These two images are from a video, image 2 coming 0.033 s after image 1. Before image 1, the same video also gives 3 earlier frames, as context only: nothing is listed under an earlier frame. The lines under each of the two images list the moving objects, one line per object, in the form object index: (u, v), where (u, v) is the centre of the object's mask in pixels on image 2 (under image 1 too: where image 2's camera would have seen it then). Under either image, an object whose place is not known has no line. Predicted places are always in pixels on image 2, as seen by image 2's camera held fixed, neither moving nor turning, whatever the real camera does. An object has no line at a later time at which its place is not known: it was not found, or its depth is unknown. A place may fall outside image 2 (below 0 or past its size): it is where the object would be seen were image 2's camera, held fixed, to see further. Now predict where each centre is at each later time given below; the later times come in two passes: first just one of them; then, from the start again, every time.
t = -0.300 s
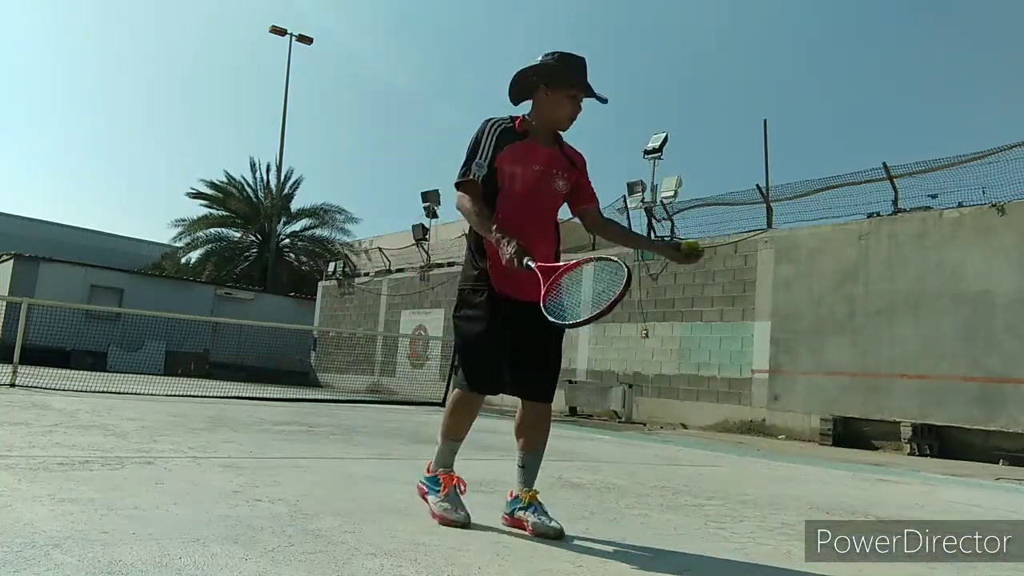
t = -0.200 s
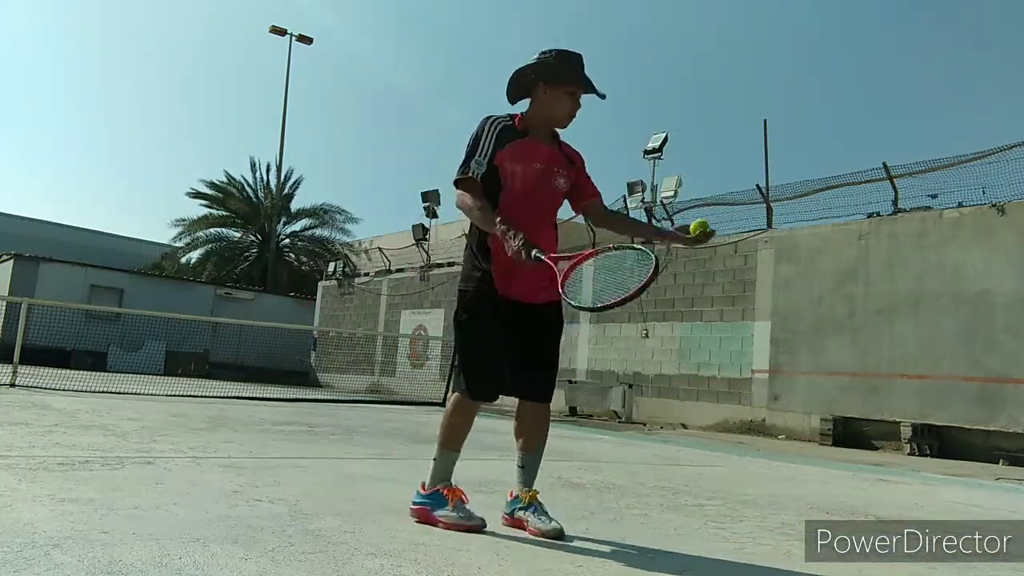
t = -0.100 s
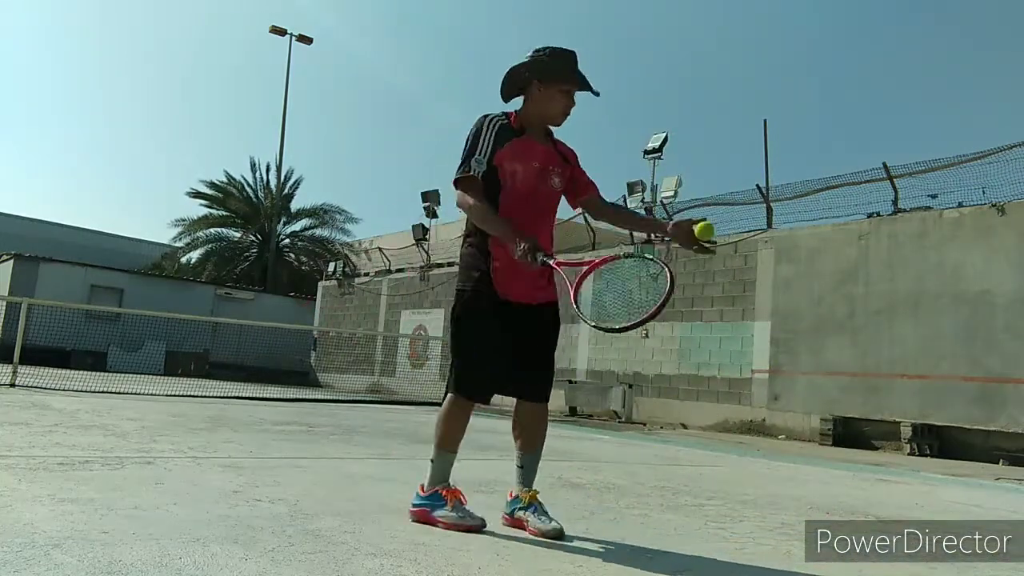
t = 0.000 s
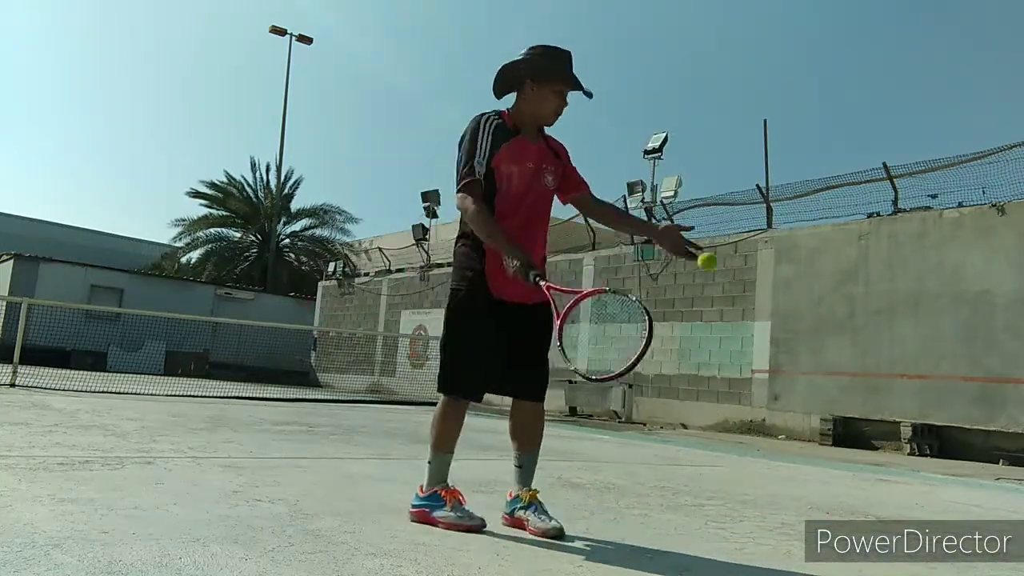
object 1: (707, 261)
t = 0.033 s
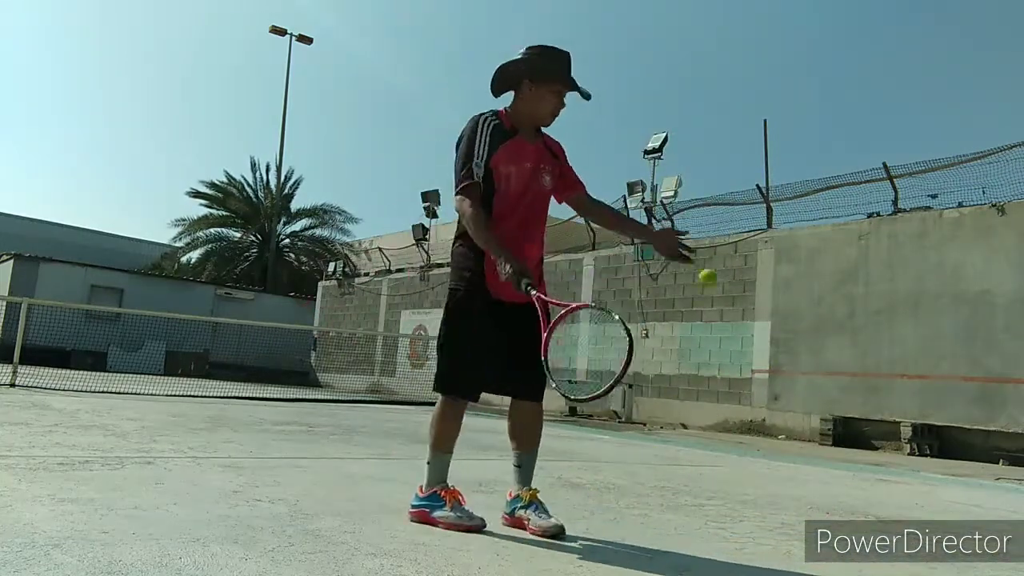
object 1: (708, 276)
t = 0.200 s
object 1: (708, 415)
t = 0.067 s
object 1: (709, 298)
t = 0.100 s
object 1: (708, 323)
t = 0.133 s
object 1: (708, 349)
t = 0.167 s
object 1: (708, 380)
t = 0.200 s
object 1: (708, 415)
